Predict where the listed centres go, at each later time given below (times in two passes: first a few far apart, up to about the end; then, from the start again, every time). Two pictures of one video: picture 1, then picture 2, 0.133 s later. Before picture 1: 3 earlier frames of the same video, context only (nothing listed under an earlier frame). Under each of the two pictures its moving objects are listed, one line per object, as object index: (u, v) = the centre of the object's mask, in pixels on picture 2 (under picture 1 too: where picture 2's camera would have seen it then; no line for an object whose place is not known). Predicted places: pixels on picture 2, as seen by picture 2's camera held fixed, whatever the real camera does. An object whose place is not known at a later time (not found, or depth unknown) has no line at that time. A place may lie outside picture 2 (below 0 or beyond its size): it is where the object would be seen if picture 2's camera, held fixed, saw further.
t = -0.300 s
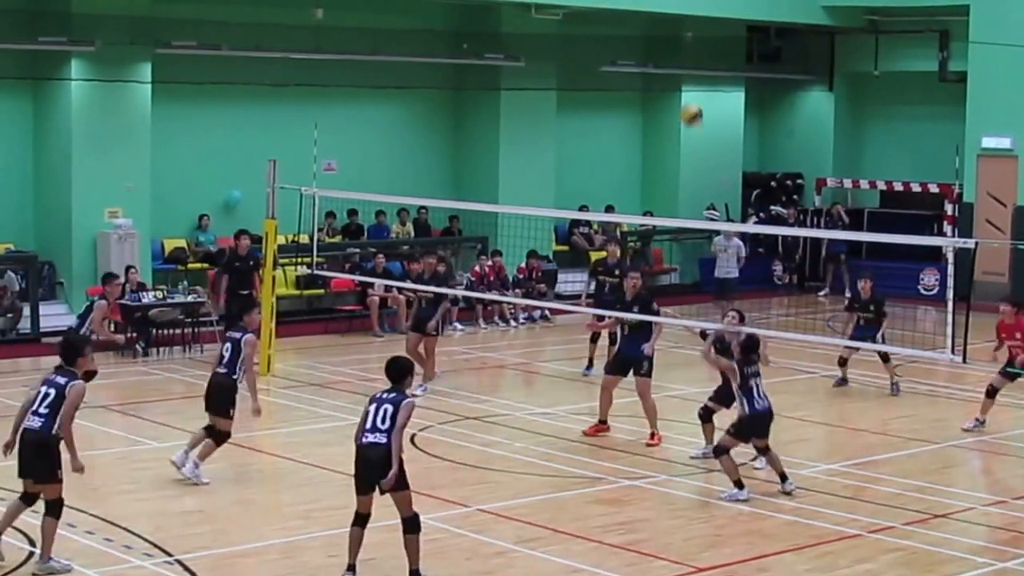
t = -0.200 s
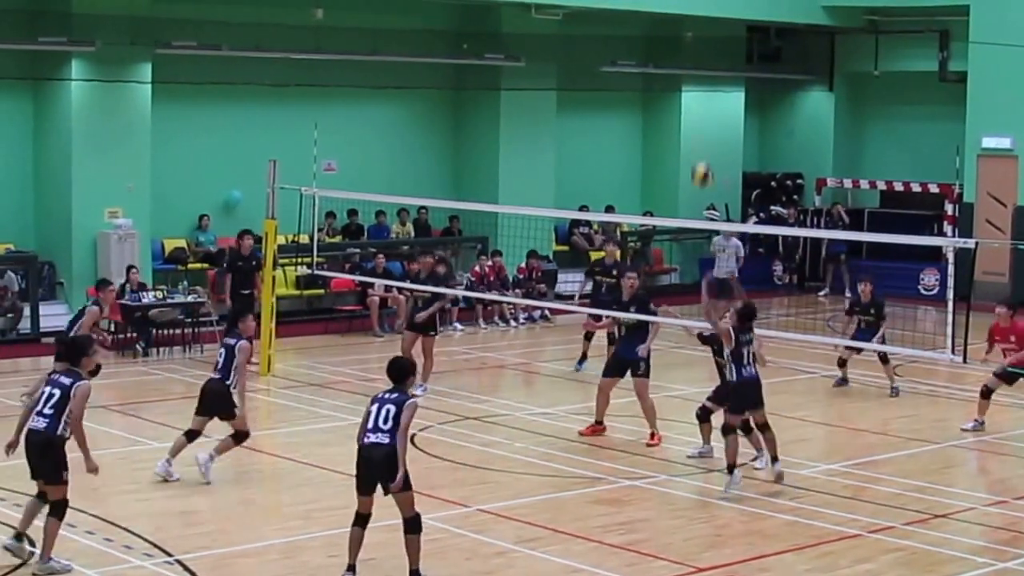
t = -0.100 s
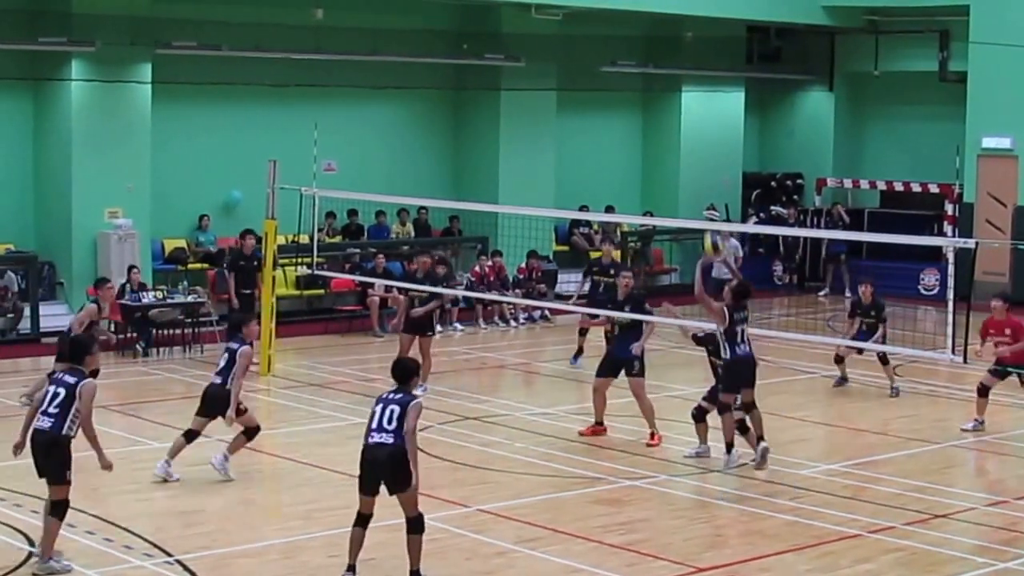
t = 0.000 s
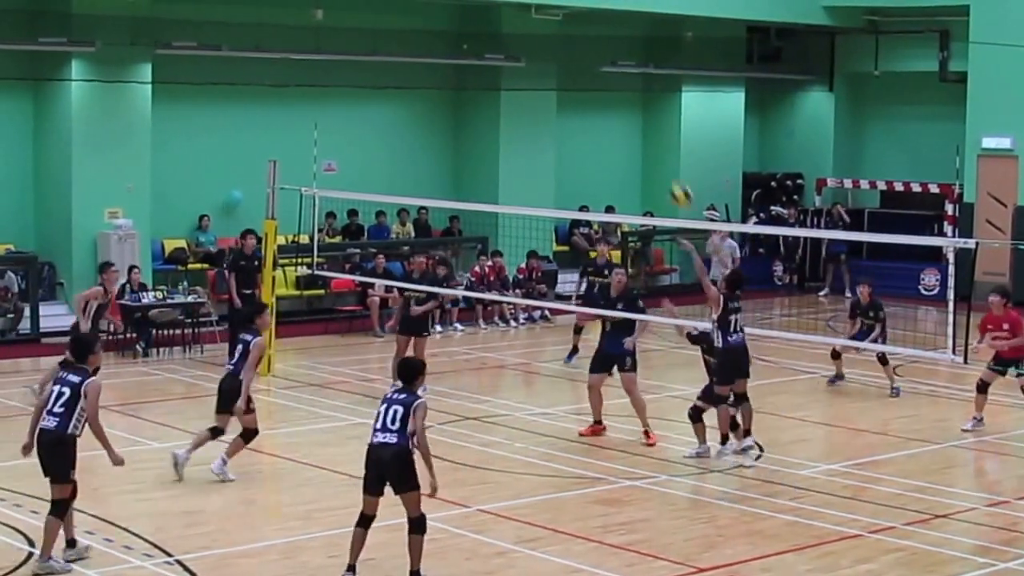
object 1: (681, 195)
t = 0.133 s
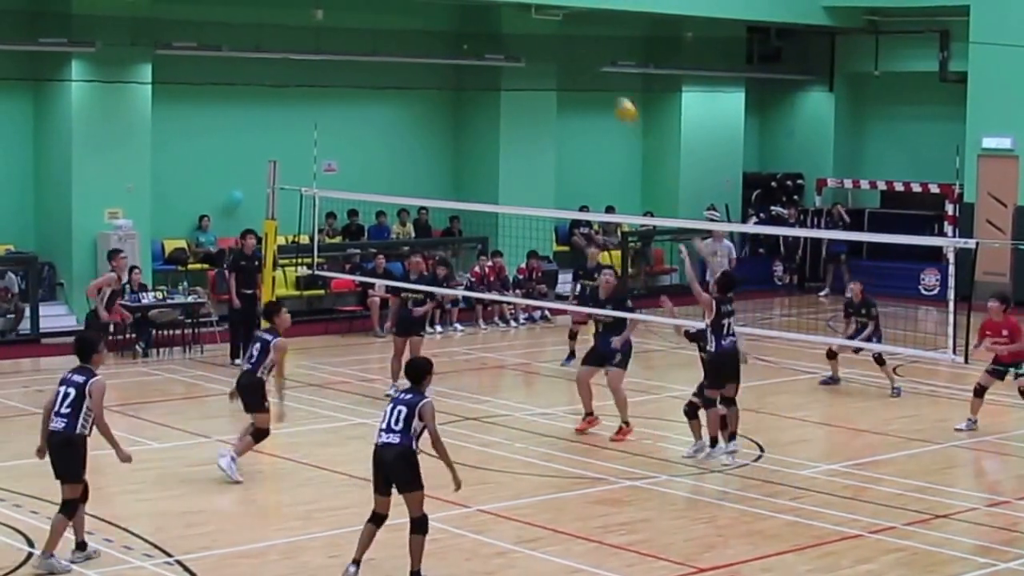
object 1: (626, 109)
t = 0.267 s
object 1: (574, 51)
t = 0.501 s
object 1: (489, 4)
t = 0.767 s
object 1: (406, 11)
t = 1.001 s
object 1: (341, 73)
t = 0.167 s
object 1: (613, 94)
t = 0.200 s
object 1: (600, 78)
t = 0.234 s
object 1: (586, 64)
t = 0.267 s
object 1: (574, 51)
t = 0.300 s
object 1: (561, 39)
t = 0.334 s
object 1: (548, 29)
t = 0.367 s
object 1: (536, 20)
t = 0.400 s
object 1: (525, 13)
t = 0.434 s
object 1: (512, 7)
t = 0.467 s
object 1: (501, 5)
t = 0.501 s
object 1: (489, 4)
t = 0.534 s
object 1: (479, 3)
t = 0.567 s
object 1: (469, 2)
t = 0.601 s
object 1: (457, 2)
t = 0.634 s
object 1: (446, 2)
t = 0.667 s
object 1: (435, 4)
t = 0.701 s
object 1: (425, 5)
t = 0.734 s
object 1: (415, 7)
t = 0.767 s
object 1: (406, 11)
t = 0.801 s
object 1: (396, 18)
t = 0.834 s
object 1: (386, 25)
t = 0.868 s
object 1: (377, 33)
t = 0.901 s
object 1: (368, 41)
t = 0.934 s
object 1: (358, 51)
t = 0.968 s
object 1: (349, 62)
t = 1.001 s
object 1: (341, 73)
